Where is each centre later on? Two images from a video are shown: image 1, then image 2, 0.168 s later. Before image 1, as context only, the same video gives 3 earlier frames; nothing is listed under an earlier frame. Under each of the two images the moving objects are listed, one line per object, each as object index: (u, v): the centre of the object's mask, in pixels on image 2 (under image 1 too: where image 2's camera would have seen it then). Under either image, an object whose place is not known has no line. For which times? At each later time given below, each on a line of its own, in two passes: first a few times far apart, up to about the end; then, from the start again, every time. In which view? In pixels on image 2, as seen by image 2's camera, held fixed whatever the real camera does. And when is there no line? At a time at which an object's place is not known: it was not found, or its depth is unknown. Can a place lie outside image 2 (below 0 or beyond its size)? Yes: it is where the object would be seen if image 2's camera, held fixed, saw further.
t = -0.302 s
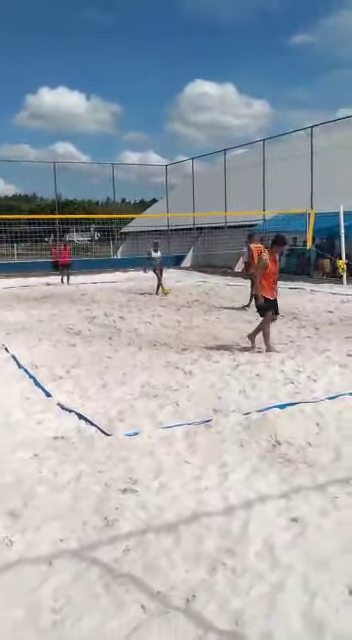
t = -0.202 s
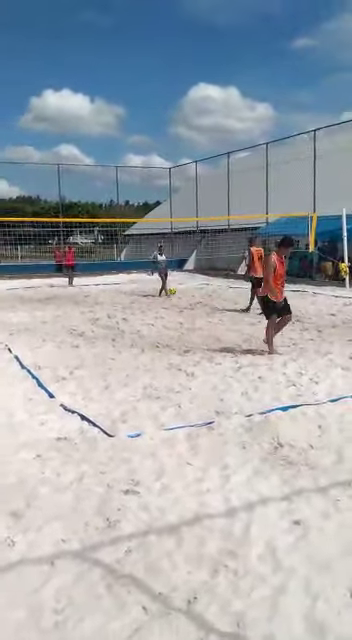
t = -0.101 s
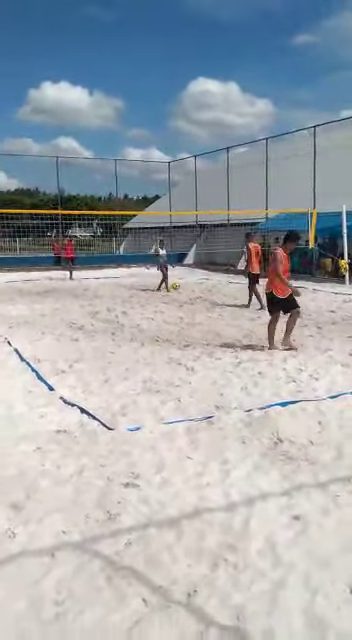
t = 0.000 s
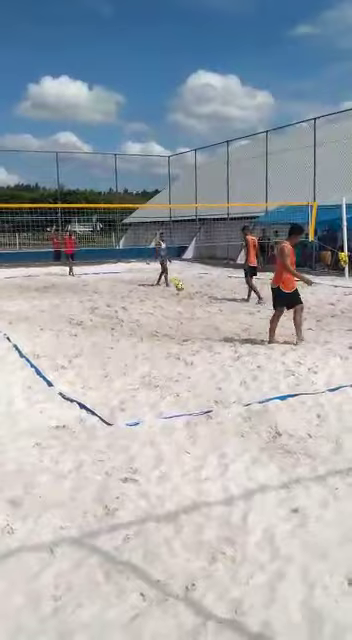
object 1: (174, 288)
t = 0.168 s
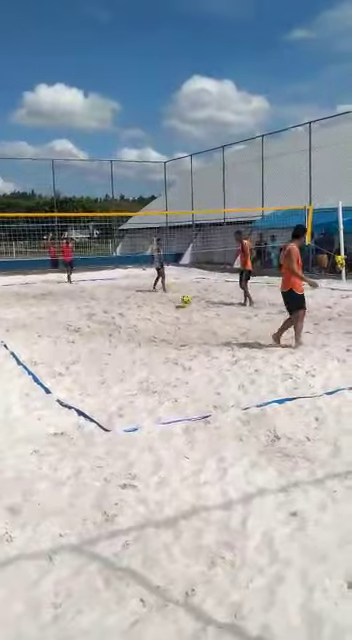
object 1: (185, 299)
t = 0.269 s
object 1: (191, 299)
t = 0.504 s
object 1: (209, 314)
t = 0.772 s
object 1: (227, 322)
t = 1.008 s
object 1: (252, 328)
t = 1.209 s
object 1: (271, 334)
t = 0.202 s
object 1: (187, 298)
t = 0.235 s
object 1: (189, 298)
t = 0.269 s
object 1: (191, 299)
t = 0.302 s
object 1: (193, 300)
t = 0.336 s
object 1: (197, 302)
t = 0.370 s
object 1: (199, 305)
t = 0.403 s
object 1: (202, 308)
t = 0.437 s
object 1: (204, 311)
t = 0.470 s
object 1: (206, 315)
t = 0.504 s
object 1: (209, 314)
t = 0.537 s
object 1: (212, 314)
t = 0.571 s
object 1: (214, 315)
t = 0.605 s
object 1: (216, 316)
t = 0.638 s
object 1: (219, 318)
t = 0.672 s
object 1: (221, 319)
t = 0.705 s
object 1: (223, 320)
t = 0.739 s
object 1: (225, 320)
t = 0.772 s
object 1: (227, 322)
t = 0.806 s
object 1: (233, 326)
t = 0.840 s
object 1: (236, 327)
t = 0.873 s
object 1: (239, 326)
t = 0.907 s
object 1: (241, 325)
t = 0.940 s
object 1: (245, 325)
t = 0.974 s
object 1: (248, 326)
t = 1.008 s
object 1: (252, 328)
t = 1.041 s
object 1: (255, 330)
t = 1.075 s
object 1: (257, 333)
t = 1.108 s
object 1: (261, 333)
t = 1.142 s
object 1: (265, 334)
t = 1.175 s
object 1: (268, 334)
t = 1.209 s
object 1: (271, 334)
